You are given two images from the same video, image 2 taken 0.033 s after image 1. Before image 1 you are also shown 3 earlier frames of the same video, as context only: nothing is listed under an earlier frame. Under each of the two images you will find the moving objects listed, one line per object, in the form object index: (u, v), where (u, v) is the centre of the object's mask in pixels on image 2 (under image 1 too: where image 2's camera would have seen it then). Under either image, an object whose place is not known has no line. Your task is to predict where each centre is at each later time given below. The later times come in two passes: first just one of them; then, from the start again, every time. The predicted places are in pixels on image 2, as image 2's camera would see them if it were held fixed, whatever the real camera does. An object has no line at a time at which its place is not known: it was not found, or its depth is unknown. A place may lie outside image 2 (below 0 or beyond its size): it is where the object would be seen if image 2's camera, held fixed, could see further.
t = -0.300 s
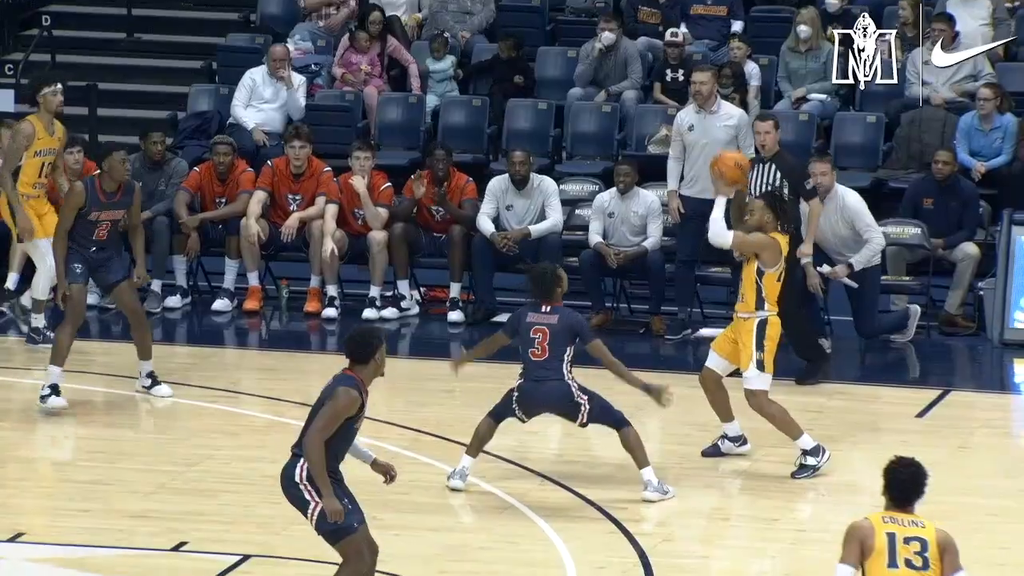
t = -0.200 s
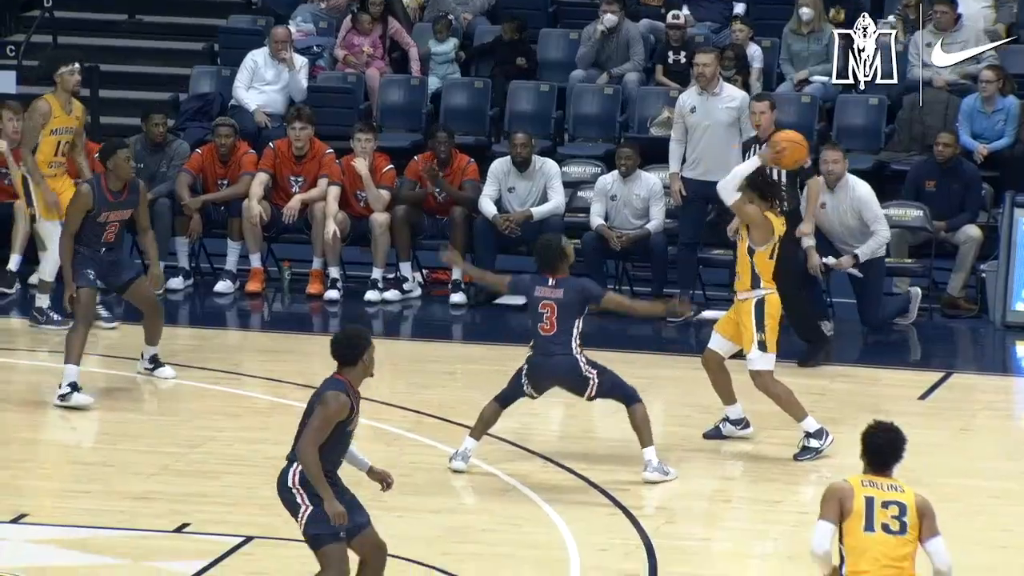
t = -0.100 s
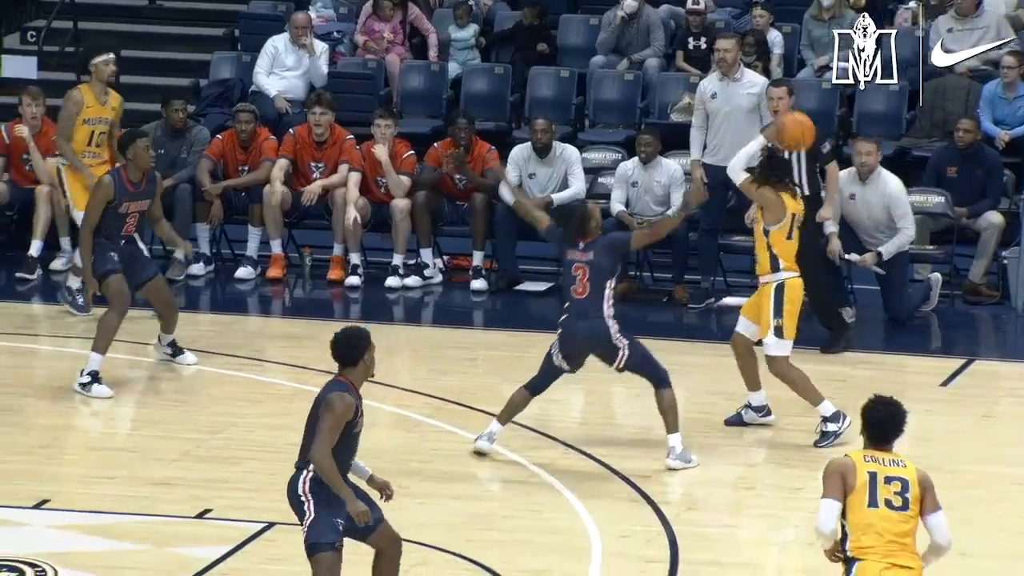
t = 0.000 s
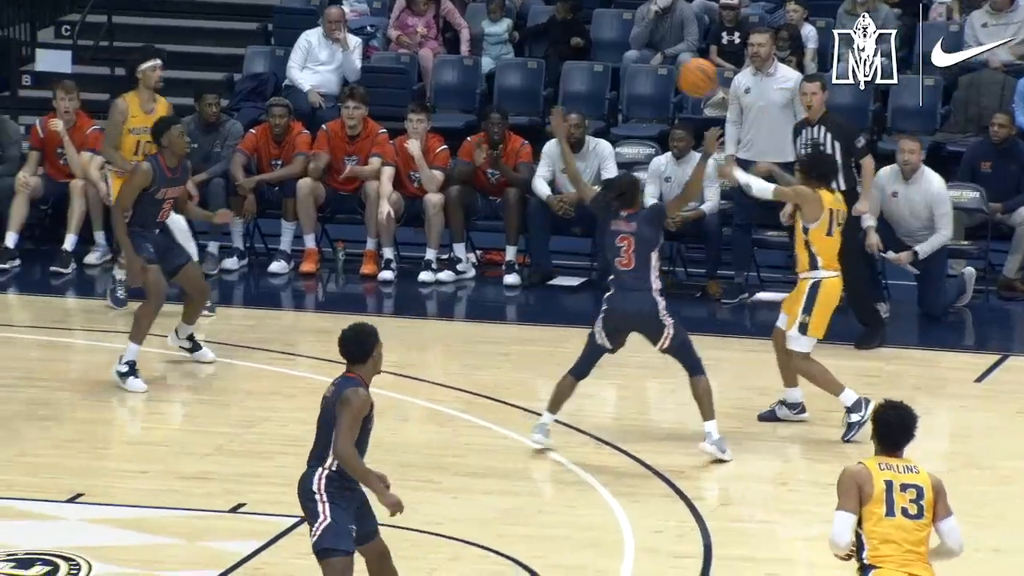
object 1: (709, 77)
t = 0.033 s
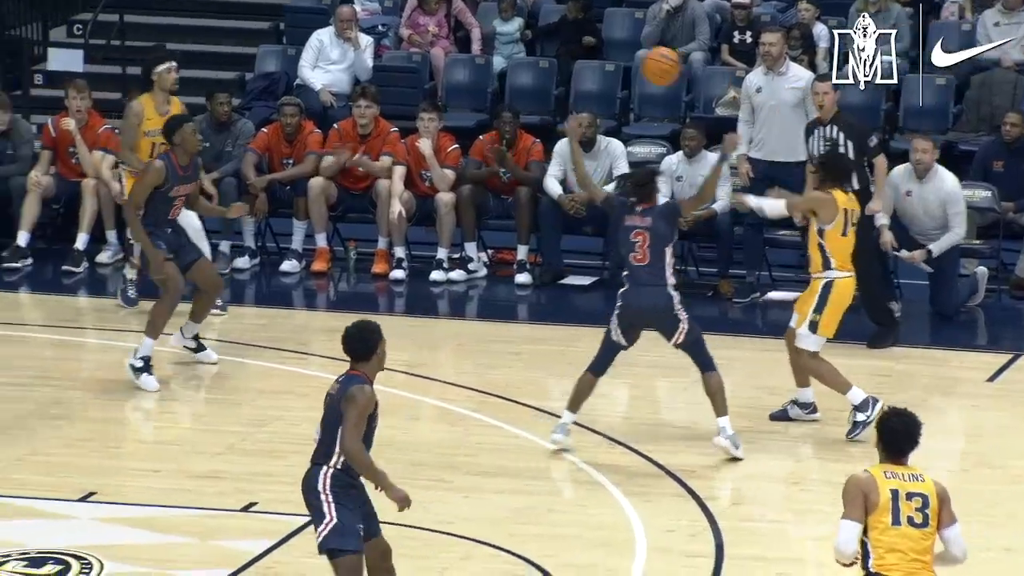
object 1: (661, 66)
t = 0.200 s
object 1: (435, 42)
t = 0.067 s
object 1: (614, 58)
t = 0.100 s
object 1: (567, 51)
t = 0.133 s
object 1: (523, 46)
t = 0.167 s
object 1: (478, 44)
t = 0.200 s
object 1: (435, 42)
